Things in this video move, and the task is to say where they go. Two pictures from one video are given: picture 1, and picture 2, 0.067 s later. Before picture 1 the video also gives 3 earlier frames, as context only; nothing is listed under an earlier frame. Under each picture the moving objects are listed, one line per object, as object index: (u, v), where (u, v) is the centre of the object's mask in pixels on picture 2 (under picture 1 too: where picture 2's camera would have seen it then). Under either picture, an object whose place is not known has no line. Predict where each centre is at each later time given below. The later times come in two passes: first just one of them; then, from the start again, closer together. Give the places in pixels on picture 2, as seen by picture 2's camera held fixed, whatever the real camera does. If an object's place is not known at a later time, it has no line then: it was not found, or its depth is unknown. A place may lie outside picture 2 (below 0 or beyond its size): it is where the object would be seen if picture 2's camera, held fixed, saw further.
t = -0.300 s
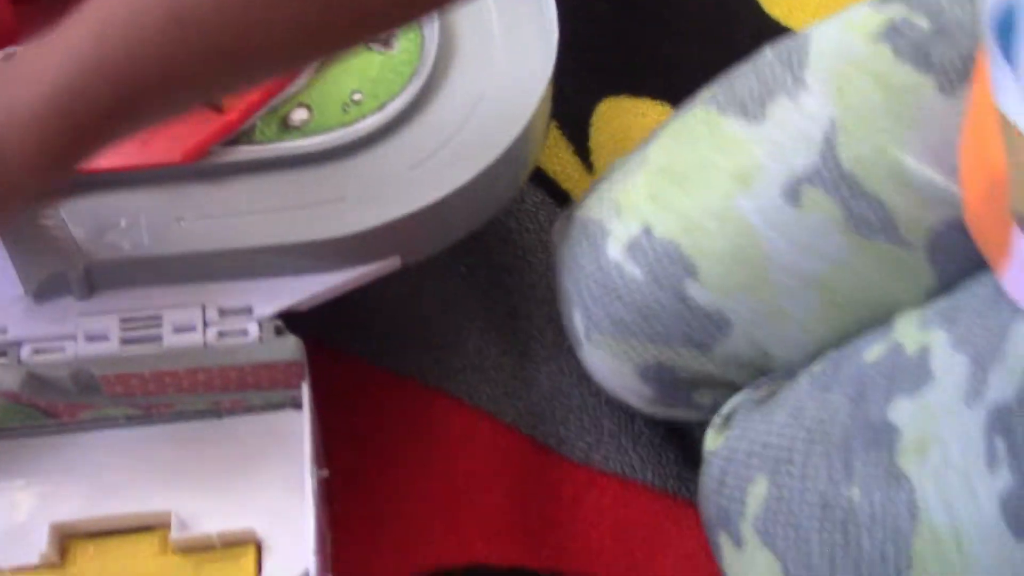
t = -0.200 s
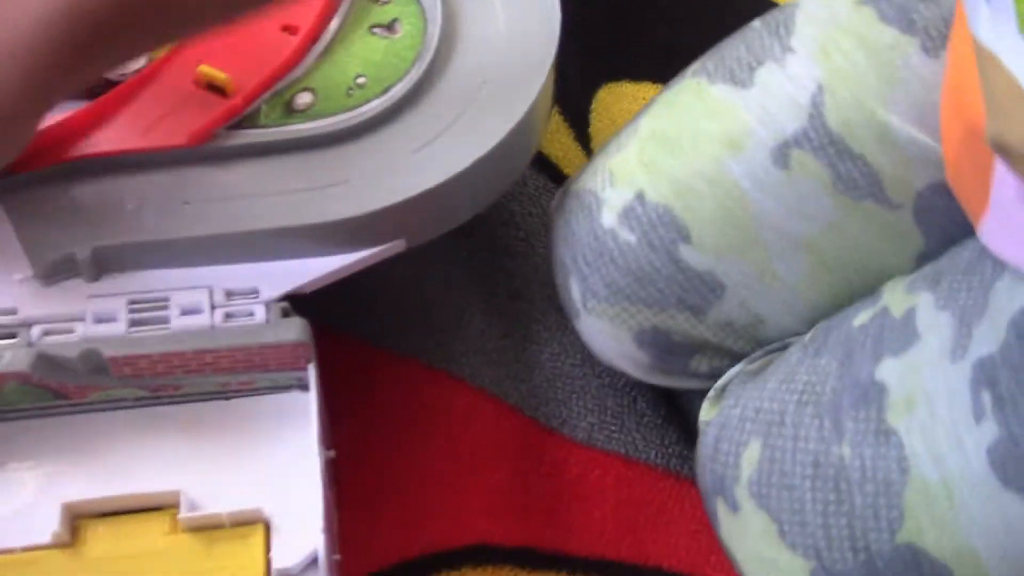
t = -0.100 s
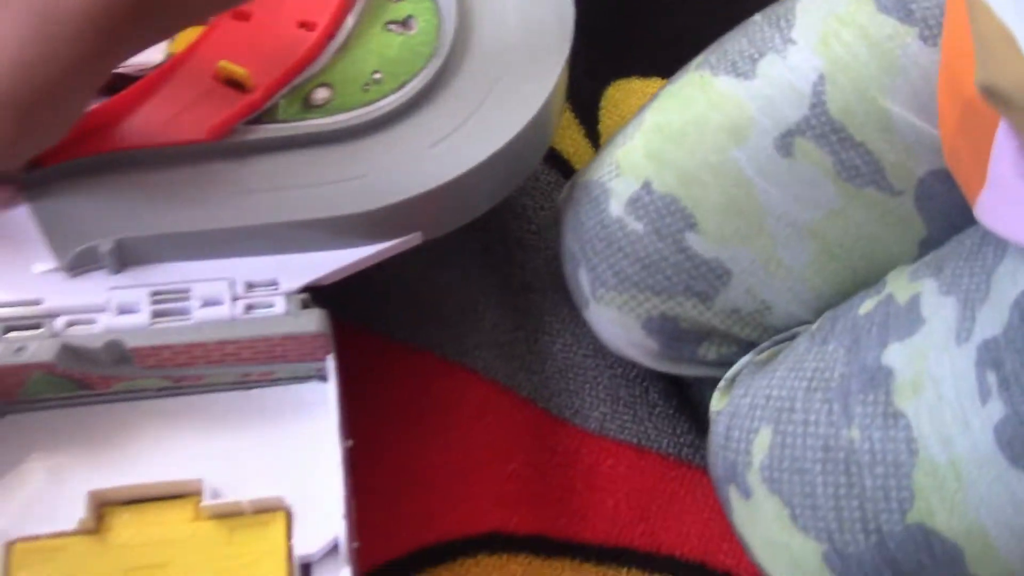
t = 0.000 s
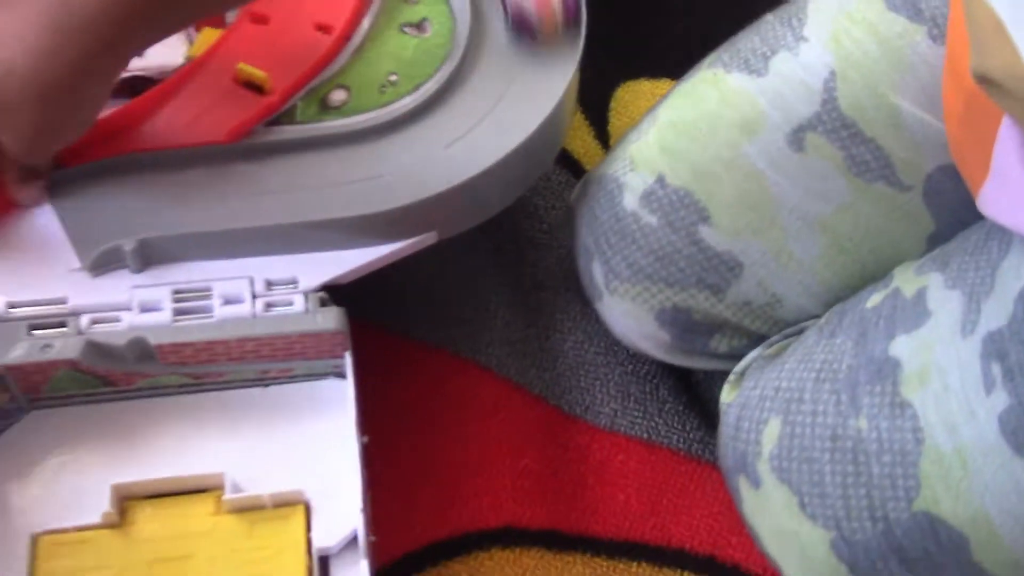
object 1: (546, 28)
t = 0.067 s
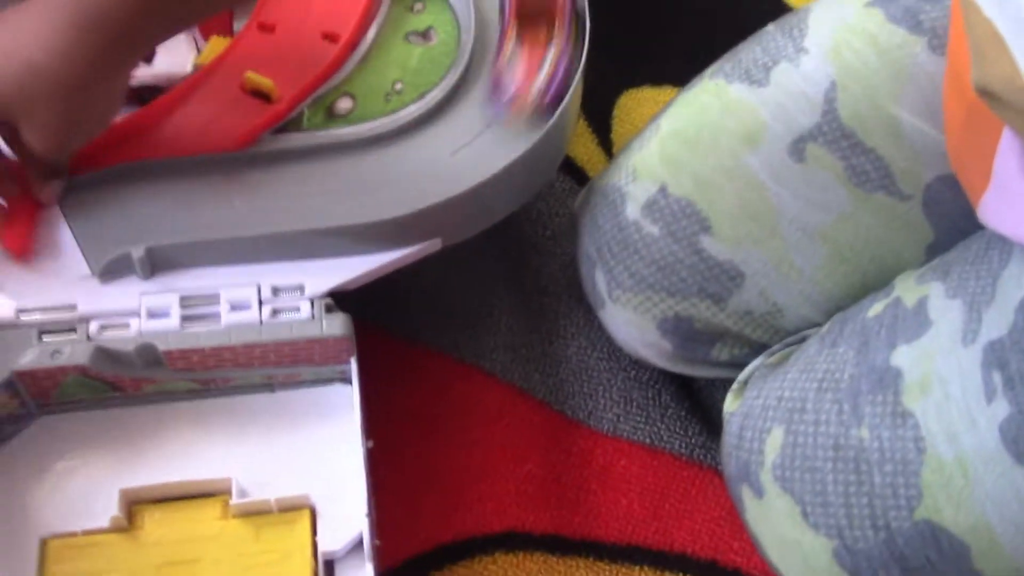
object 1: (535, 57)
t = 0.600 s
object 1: (193, 201)
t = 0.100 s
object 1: (522, 75)
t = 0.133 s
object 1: (501, 105)
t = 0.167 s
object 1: (474, 129)
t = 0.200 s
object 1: (441, 150)
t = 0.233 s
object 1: (407, 164)
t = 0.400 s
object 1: (230, 197)
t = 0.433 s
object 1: (195, 201)
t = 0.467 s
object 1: (167, 206)
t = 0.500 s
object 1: (173, 205)
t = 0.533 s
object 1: (182, 203)
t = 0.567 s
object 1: (188, 202)
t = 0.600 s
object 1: (193, 201)
